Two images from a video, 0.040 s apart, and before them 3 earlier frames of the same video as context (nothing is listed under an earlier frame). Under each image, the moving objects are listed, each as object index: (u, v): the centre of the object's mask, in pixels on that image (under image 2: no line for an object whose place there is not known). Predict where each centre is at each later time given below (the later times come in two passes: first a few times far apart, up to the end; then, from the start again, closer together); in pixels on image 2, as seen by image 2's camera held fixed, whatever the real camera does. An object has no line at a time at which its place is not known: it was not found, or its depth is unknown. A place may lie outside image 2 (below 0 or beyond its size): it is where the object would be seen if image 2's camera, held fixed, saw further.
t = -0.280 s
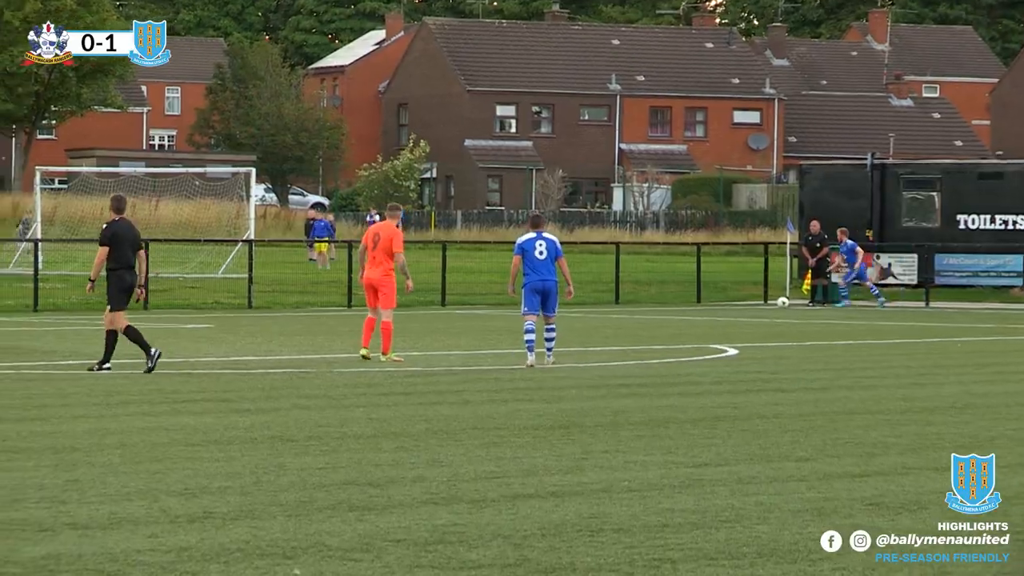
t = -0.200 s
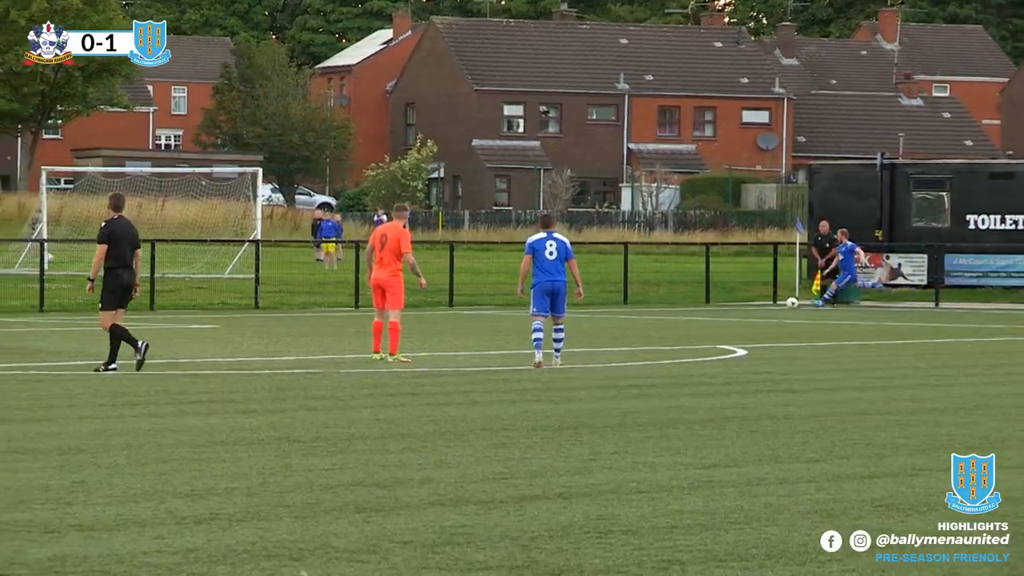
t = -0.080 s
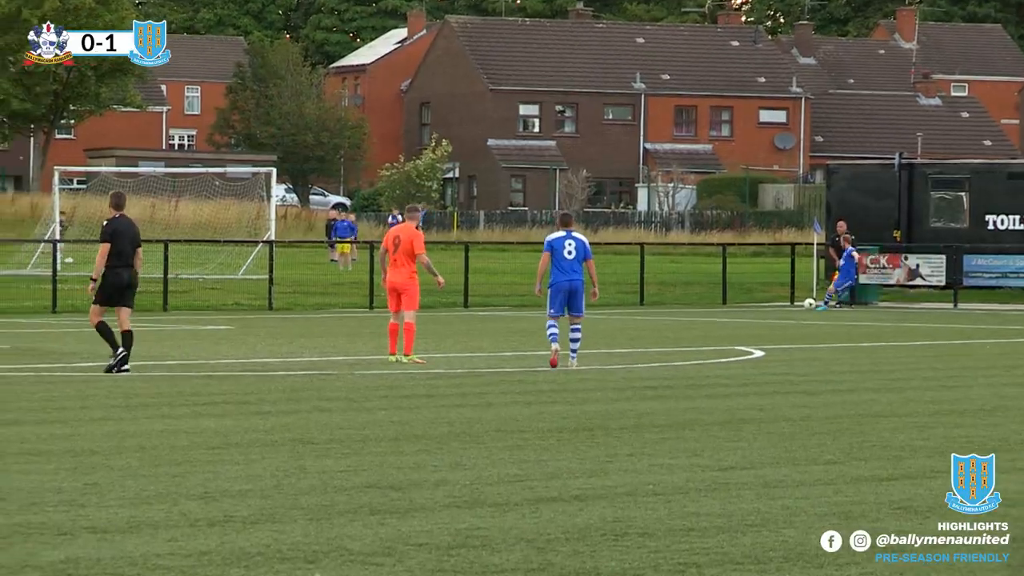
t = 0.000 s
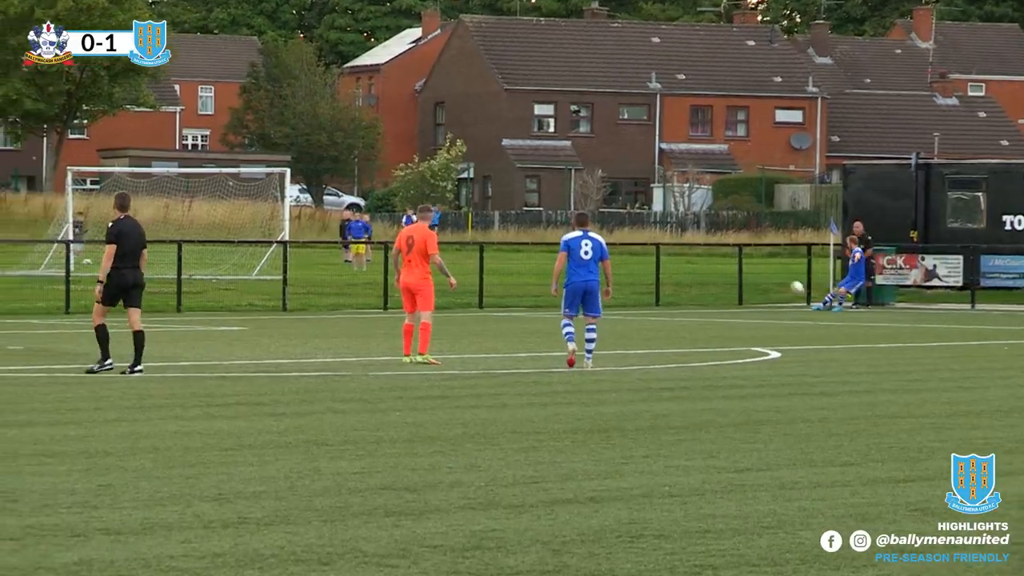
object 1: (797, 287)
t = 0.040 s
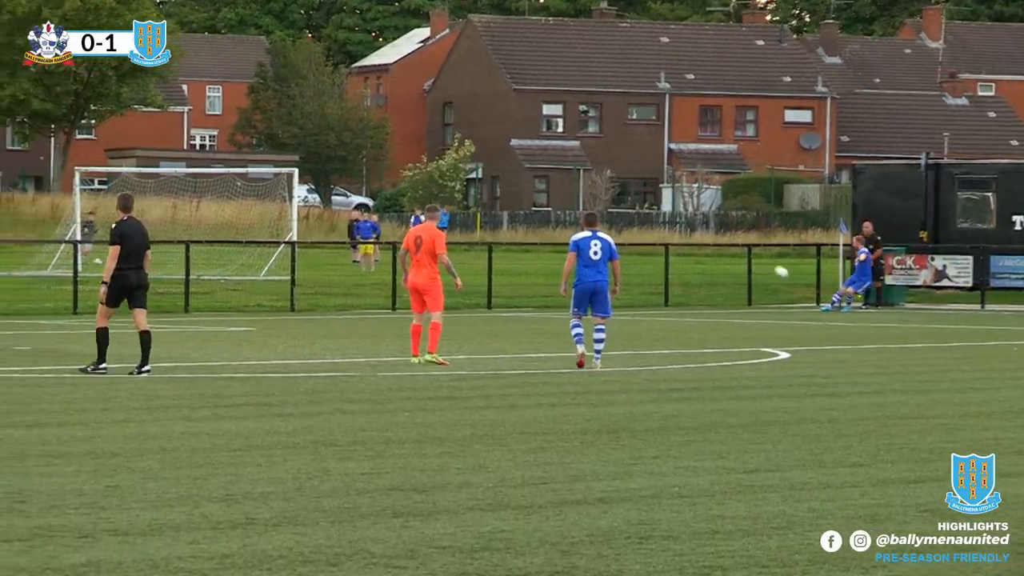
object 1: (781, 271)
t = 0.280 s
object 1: (633, 180)
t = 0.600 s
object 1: (446, 74)
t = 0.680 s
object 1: (399, 51)
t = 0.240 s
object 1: (657, 194)
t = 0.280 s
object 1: (633, 180)
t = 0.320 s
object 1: (610, 165)
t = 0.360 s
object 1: (586, 151)
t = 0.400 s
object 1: (563, 137)
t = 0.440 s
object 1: (540, 124)
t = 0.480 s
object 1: (516, 110)
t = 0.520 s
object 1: (493, 98)
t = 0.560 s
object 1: (469, 86)
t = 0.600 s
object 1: (446, 74)
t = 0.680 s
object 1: (399, 51)
